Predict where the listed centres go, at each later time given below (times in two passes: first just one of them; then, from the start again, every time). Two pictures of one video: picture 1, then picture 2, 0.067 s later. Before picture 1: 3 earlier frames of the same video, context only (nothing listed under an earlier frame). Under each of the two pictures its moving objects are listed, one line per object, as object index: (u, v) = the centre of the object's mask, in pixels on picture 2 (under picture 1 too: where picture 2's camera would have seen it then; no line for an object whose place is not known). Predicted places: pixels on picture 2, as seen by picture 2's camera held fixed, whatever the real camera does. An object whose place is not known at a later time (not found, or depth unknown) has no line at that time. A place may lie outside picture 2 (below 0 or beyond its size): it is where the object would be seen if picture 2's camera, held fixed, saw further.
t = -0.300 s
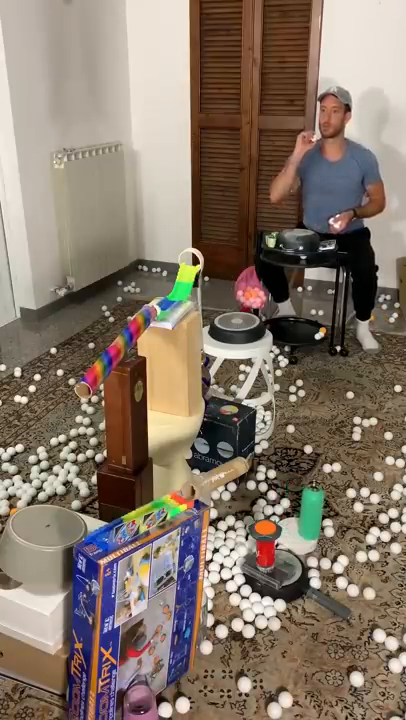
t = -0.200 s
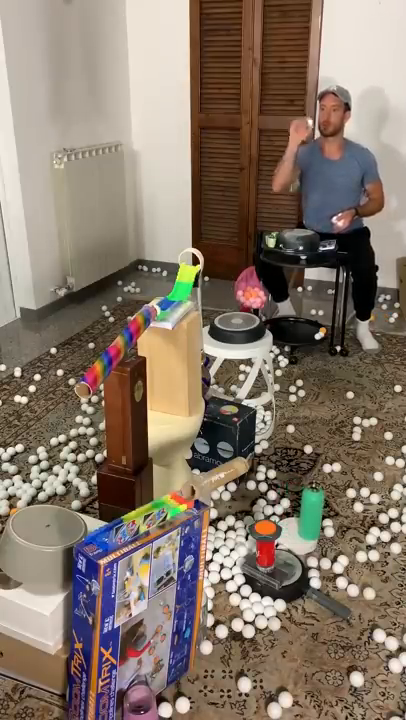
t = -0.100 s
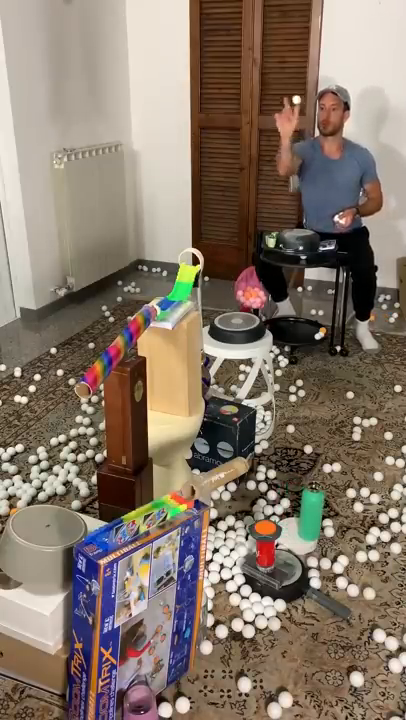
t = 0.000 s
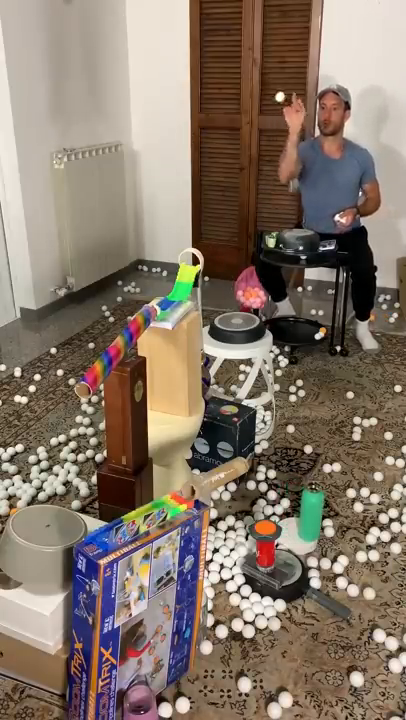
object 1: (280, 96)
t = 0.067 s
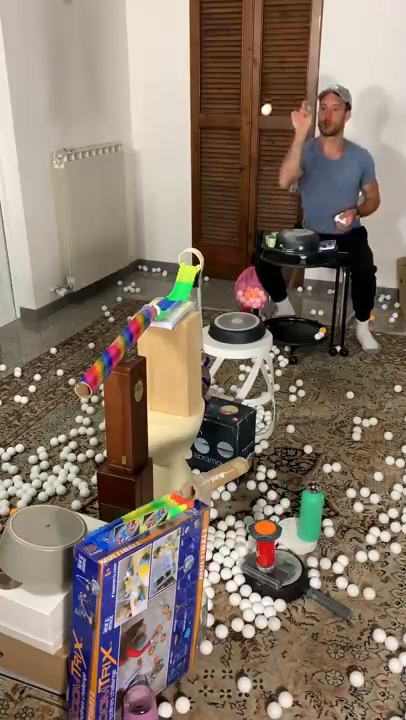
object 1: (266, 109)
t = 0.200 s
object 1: (234, 178)
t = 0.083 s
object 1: (263, 114)
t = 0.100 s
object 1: (259, 120)
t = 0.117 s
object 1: (255, 128)
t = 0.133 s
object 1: (251, 136)
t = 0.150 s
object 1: (247, 144)
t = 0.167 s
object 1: (242, 155)
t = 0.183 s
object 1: (238, 166)
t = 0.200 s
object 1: (234, 178)
